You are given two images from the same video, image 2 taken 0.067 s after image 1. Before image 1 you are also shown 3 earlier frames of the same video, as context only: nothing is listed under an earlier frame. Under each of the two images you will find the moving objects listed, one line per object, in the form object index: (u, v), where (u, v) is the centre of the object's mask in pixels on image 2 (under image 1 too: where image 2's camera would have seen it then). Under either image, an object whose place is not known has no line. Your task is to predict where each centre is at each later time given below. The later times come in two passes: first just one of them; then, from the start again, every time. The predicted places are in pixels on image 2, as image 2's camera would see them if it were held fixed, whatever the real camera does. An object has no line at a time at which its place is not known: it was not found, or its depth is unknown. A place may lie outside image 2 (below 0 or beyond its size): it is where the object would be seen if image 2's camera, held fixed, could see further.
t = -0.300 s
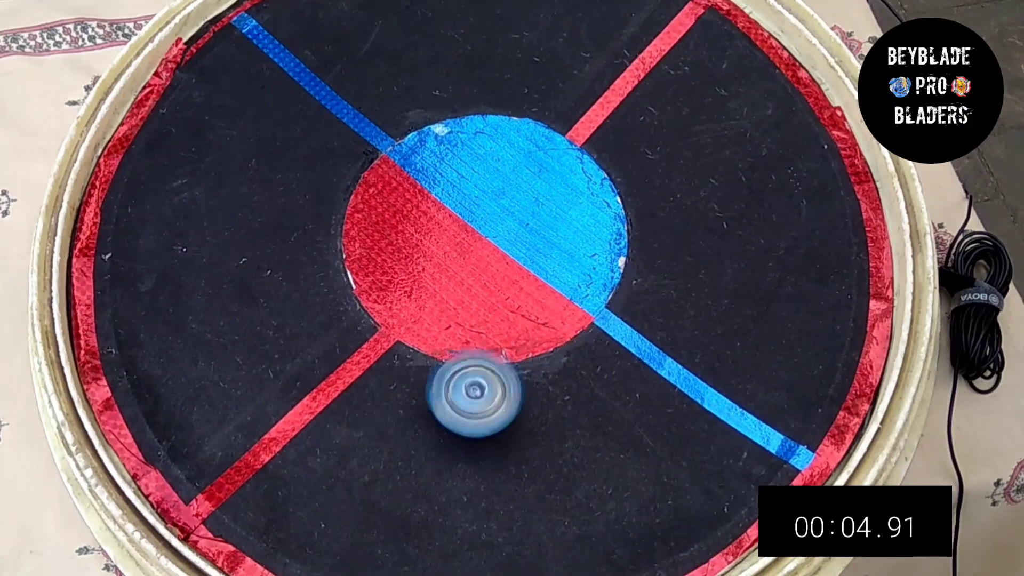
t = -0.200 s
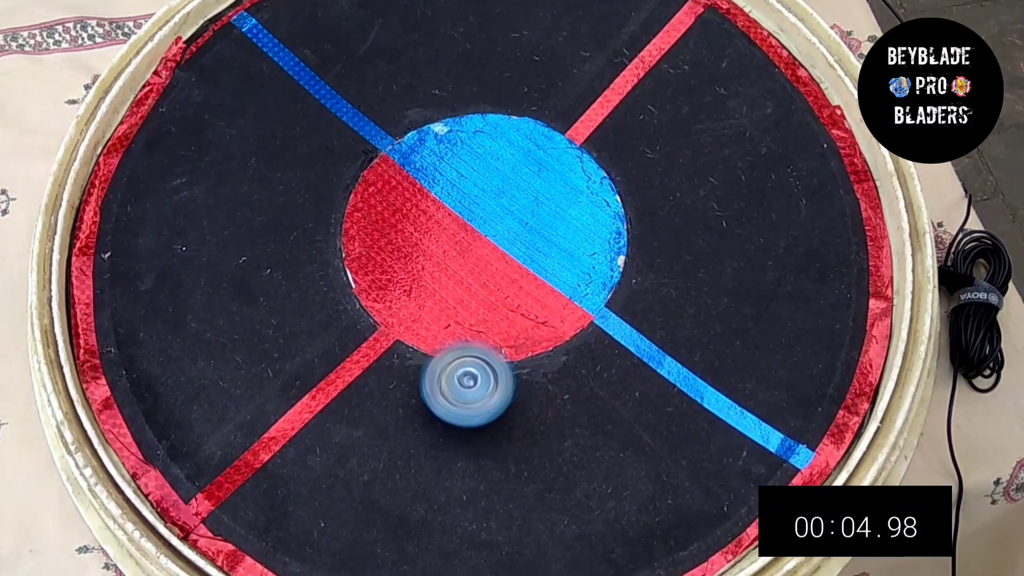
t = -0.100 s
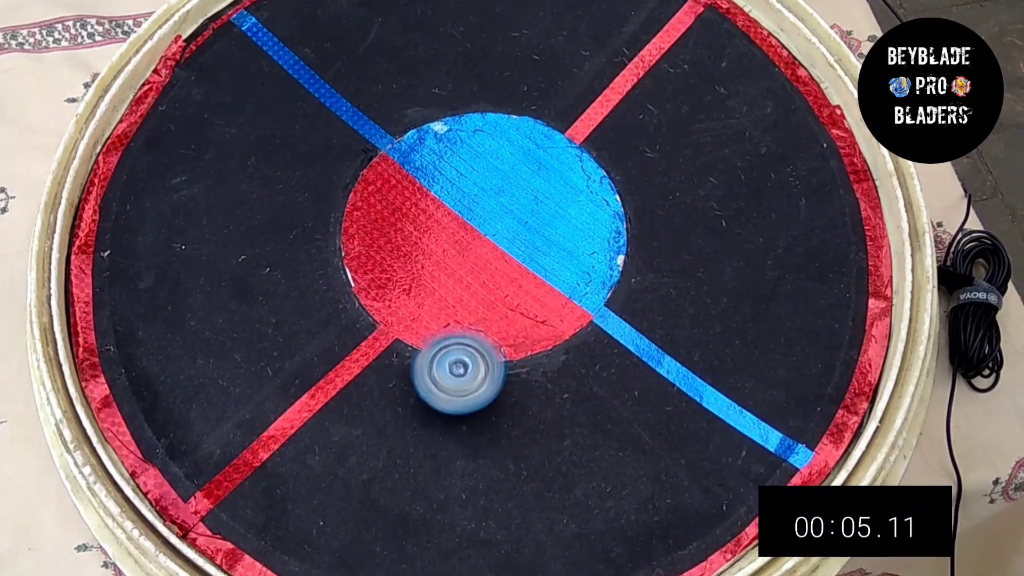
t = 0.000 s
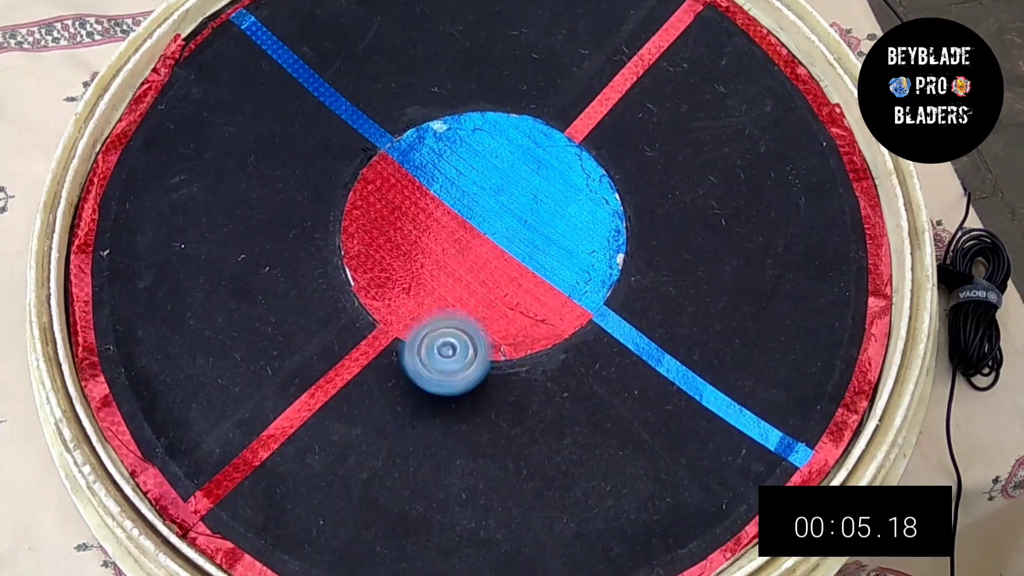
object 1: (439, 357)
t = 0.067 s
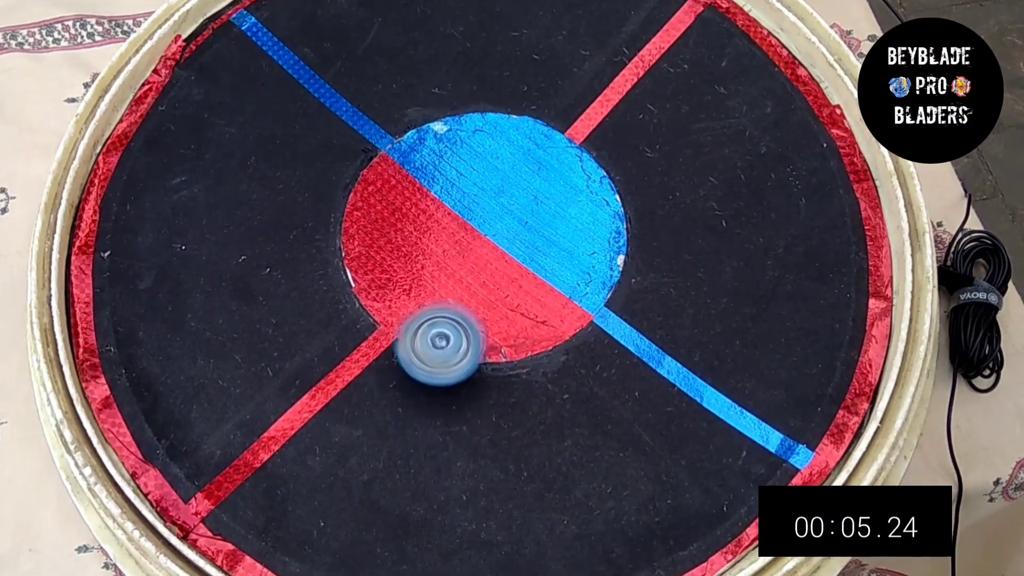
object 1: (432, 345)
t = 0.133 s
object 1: (421, 337)
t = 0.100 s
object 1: (429, 339)
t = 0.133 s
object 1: (421, 337)
